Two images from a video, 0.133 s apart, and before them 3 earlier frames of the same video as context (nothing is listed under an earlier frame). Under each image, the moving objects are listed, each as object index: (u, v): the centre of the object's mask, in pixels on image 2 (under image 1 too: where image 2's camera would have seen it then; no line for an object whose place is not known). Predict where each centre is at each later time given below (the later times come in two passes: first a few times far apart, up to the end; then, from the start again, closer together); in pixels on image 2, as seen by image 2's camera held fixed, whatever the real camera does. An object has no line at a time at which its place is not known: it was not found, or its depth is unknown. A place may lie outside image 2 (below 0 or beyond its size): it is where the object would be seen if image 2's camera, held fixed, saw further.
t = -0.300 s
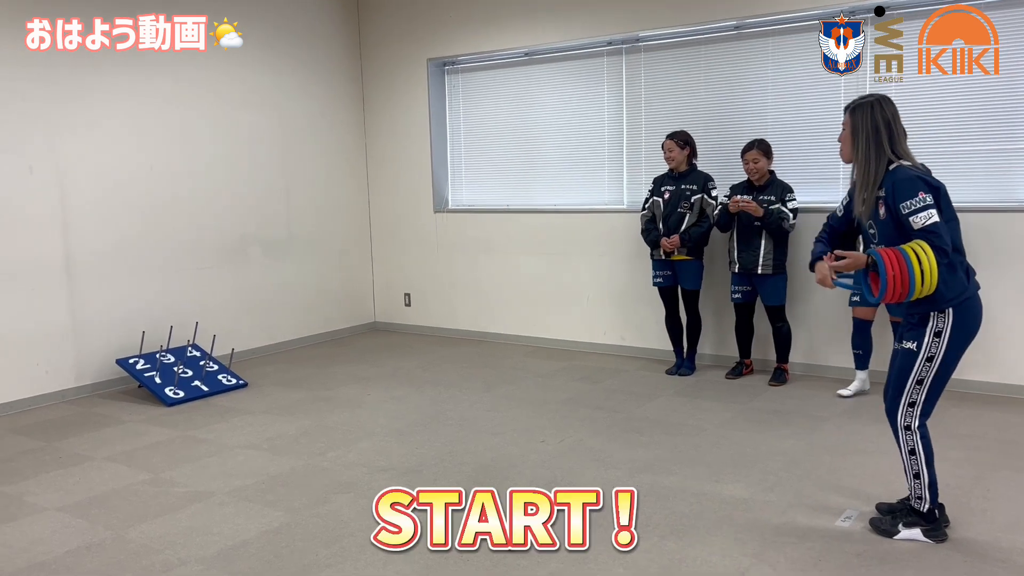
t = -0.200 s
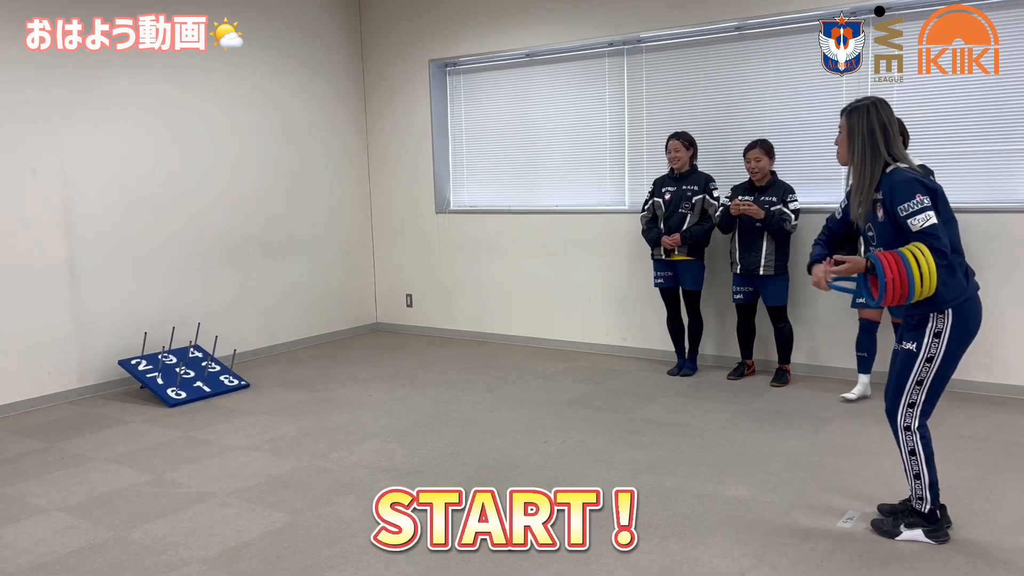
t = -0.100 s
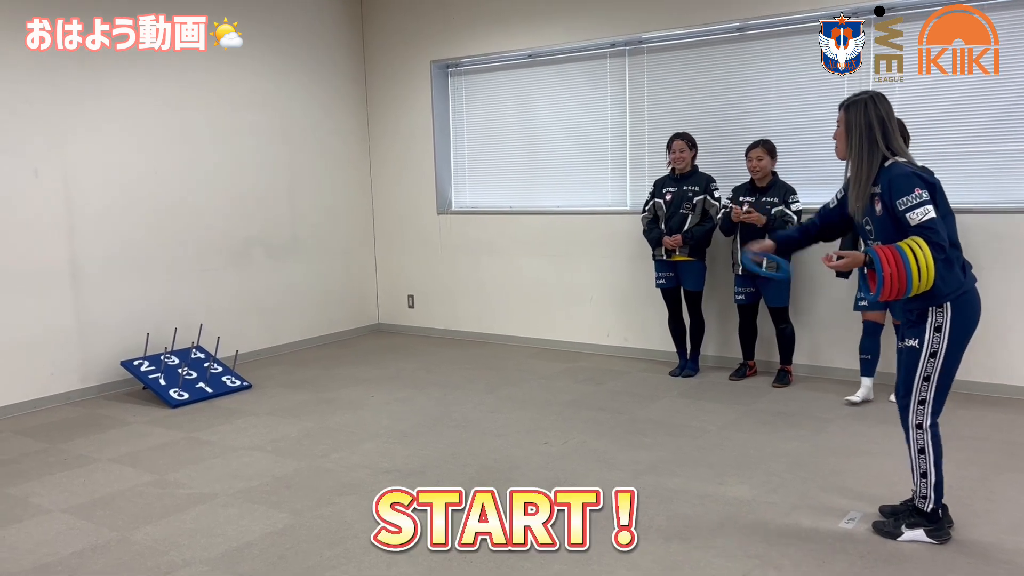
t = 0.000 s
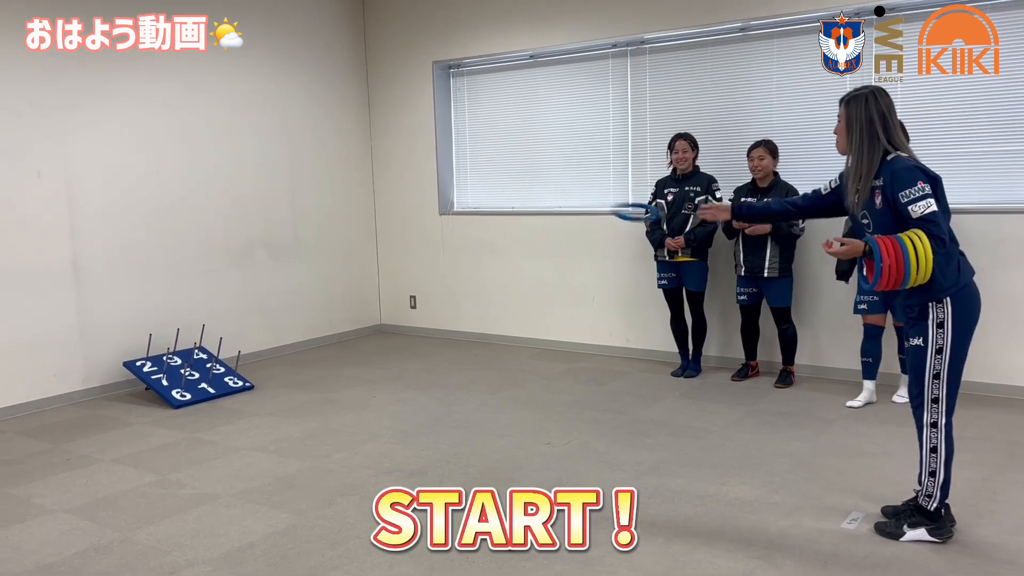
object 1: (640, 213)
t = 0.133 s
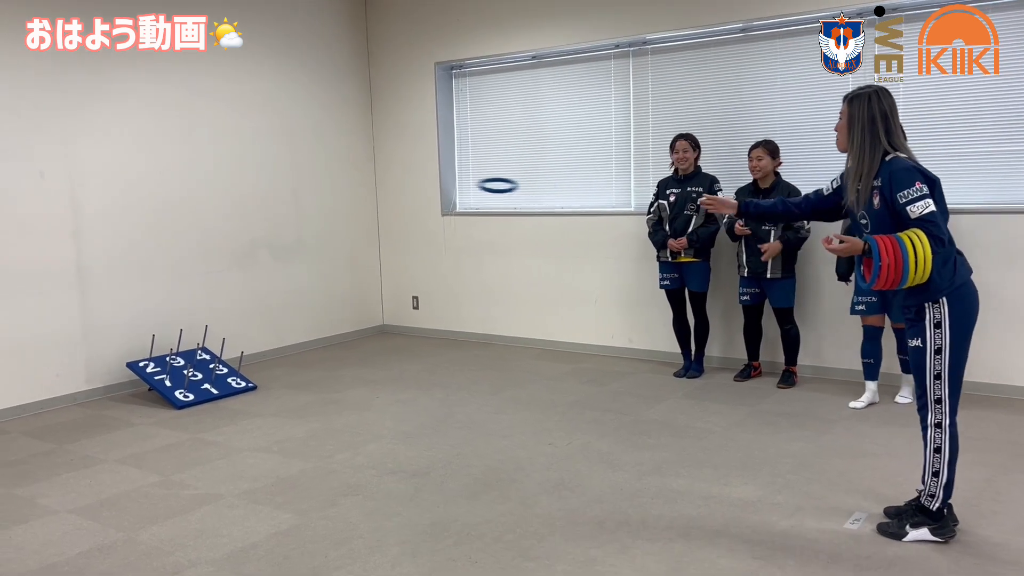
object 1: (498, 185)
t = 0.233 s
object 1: (414, 190)
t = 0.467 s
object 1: (264, 257)
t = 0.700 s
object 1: (172, 350)
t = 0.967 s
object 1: (156, 353)
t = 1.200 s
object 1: (153, 407)
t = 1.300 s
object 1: (166, 404)
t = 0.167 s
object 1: (468, 185)
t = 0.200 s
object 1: (439, 186)
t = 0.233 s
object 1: (414, 190)
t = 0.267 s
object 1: (388, 195)
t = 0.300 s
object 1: (364, 202)
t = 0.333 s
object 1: (342, 210)
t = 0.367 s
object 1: (321, 220)
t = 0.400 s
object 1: (300, 231)
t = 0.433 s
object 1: (281, 244)
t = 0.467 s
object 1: (264, 257)
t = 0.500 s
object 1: (246, 272)
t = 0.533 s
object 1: (230, 287)
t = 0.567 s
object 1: (215, 304)
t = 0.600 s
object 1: (200, 321)
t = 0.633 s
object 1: (186, 339)
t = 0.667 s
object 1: (175, 346)
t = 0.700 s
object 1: (172, 350)
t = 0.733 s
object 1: (171, 346)
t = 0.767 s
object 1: (167, 346)
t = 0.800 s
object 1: (165, 343)
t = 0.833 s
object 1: (163, 342)
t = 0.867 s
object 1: (161, 342)
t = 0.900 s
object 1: (159, 344)
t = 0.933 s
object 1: (158, 346)
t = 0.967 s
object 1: (156, 353)
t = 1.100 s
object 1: (146, 399)
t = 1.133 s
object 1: (148, 409)
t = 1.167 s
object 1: (149, 412)
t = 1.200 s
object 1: (153, 407)
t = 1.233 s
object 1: (156, 404)
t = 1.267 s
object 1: (161, 403)
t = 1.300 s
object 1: (166, 404)
